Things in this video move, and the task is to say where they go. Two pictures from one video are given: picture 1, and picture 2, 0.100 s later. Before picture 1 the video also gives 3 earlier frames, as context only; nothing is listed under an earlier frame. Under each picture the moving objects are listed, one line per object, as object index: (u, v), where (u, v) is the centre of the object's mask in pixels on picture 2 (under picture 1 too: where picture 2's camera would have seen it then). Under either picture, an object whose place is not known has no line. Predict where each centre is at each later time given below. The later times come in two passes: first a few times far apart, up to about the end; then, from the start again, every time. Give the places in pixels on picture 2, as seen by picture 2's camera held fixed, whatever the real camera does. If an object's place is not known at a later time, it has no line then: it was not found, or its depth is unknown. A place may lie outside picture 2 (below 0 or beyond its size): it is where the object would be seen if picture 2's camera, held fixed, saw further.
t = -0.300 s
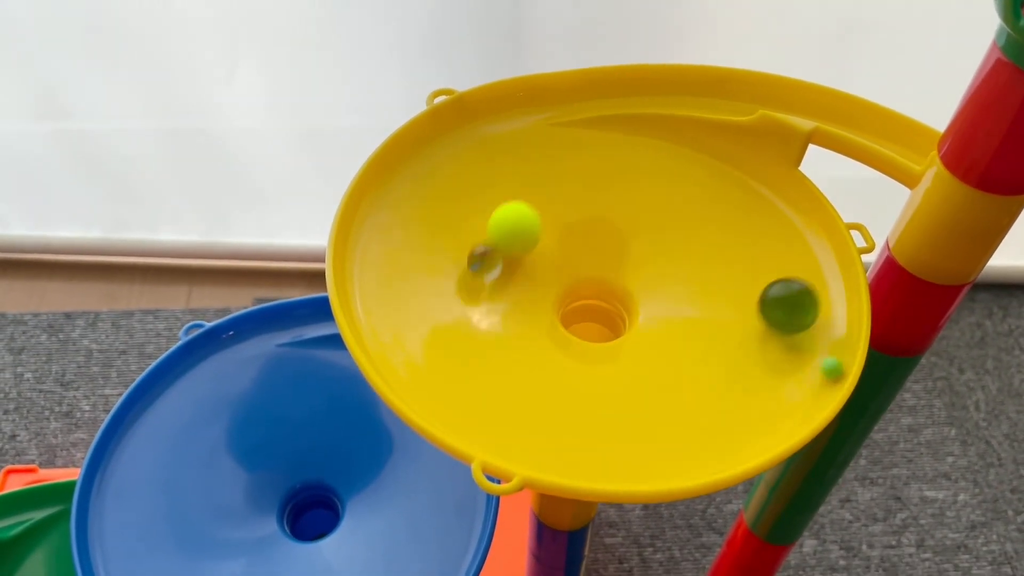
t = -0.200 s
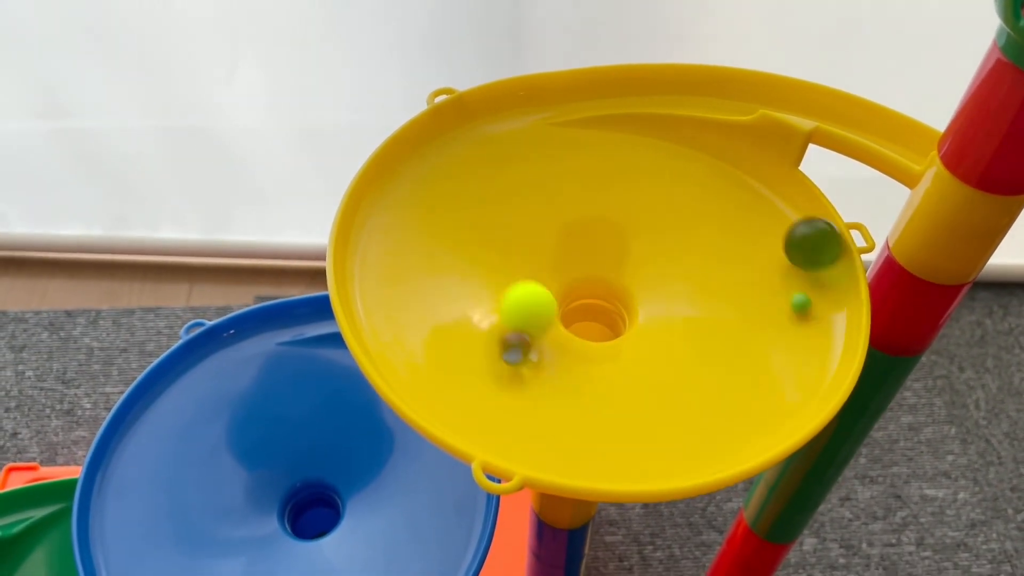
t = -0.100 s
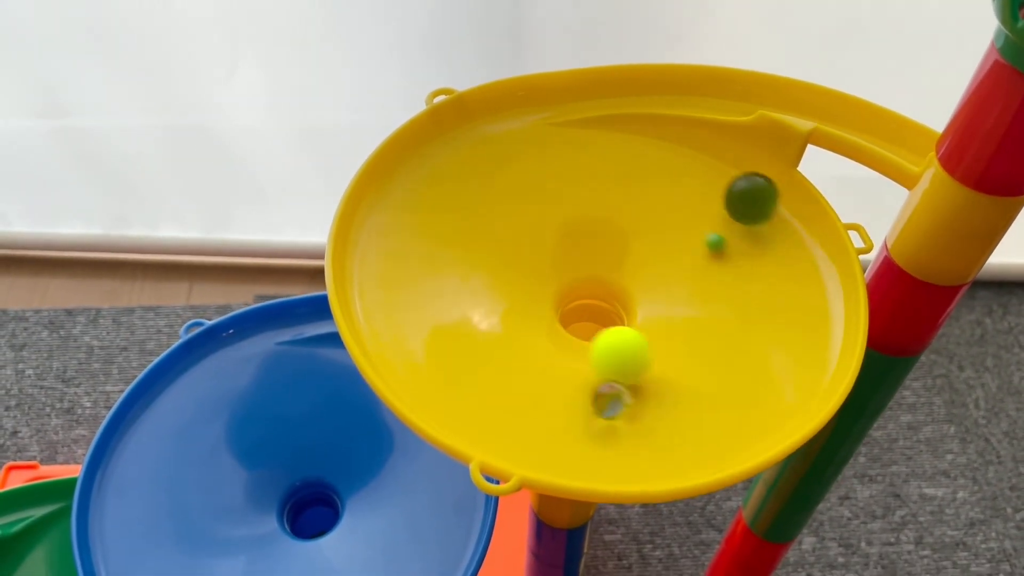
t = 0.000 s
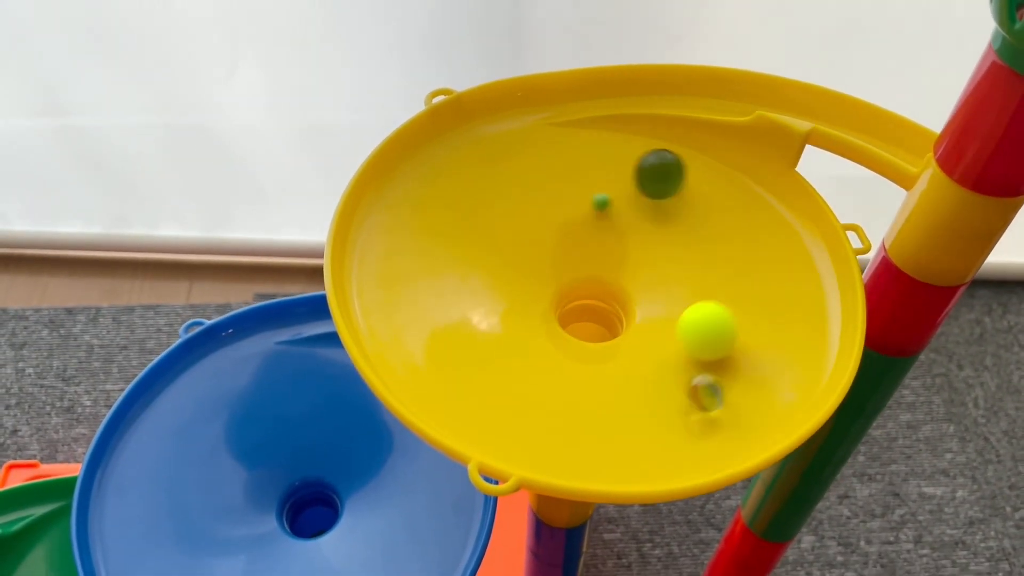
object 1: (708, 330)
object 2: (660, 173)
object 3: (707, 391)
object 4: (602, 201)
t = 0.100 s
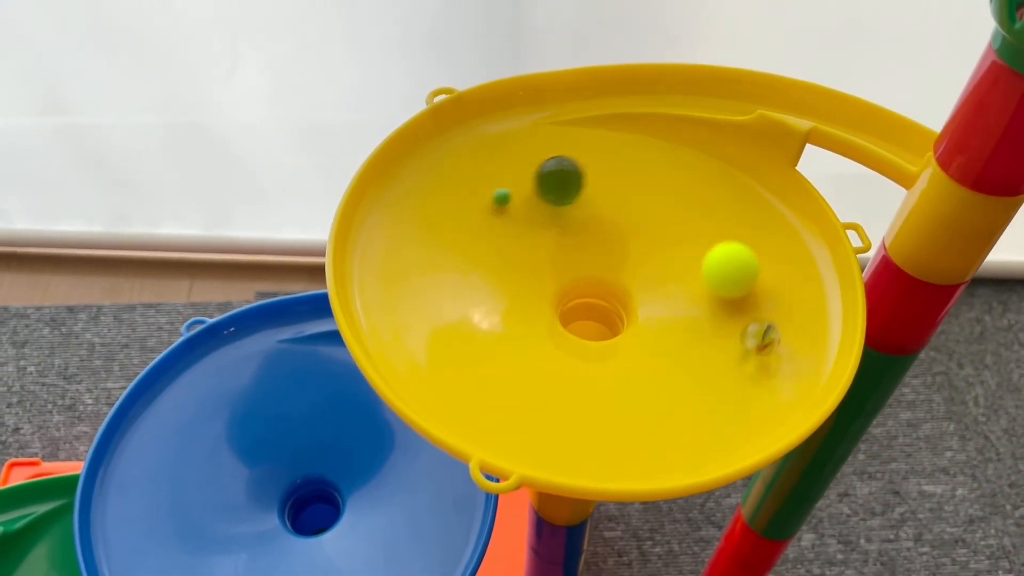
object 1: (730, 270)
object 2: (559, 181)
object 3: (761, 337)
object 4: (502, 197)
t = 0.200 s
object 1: (689, 216)
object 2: (483, 228)
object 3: (758, 268)
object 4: (446, 227)
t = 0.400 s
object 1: (537, 215)
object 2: (542, 360)
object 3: (626, 175)
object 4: (515, 325)
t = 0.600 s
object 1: (568, 339)
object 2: (733, 305)
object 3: (493, 213)
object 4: (709, 254)
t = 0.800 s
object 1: (709, 281)
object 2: (701, 168)
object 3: (580, 346)
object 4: (661, 171)
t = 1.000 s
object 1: (620, 198)
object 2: (574, 151)
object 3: (738, 280)
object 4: (537, 202)
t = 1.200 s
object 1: (587, 321)
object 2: (502, 276)
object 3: (665, 209)
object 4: (607, 354)
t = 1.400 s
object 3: (526, 282)
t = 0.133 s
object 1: (723, 250)
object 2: (528, 193)
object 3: (767, 314)
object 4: (478, 204)
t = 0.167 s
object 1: (709, 232)
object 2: (503, 208)
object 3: (765, 291)
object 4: (459, 215)
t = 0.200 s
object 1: (689, 216)
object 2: (483, 228)
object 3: (758, 268)
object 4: (446, 227)
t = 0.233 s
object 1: (667, 204)
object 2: (472, 250)
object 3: (744, 247)
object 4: (437, 242)
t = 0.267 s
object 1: (641, 197)
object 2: (468, 275)
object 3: (726, 227)
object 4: (436, 258)
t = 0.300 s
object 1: (613, 194)
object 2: (473, 299)
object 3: (705, 209)
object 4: (444, 275)
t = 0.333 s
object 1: (585, 196)
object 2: (488, 324)
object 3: (680, 194)
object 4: (460, 293)
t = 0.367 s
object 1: (559, 202)
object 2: (511, 344)
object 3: (653, 183)
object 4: (483, 310)
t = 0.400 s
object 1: (537, 215)
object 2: (542, 360)
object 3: (626, 175)
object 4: (515, 325)
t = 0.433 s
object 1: (520, 232)
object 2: (578, 369)
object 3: (598, 171)
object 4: (556, 337)
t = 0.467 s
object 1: (511, 254)
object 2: (616, 372)
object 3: (571, 171)
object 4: (600, 338)
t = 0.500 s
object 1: (510, 278)
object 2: (654, 365)
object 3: (546, 175)
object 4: (642, 326)
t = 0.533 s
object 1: (520, 302)
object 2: (687, 350)
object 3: (524, 183)
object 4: (674, 303)
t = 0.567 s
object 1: (540, 324)
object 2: (714, 330)
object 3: (506, 196)
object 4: (695, 277)
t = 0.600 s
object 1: (568, 339)
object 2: (733, 305)
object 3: (493, 213)
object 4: (709, 254)
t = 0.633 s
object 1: (600, 348)
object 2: (743, 278)
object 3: (486, 233)
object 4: (716, 234)
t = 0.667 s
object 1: (634, 346)
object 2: (745, 251)
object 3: (487, 257)
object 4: (716, 217)
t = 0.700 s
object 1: (664, 338)
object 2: (741, 226)
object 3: (497, 283)
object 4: (712, 203)
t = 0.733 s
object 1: (687, 322)
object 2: (731, 203)
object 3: (515, 310)
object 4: (702, 193)
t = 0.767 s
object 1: (702, 302)
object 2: (717, 184)
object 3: (544, 333)
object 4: (683, 180)
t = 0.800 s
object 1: (709, 281)
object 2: (701, 168)
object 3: (580, 346)
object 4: (661, 171)
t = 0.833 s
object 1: (707, 259)
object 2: (682, 156)
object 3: (623, 352)
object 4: (638, 165)
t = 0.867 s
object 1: (699, 239)
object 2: (661, 146)
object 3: (661, 346)
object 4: (616, 163)
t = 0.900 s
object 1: (684, 223)
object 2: (639, 141)
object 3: (691, 333)
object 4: (593, 166)
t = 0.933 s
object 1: (665, 211)
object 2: (617, 141)
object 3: (716, 316)
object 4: (572, 173)
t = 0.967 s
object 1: (643, 202)
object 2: (595, 143)
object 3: (730, 298)
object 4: (553, 185)
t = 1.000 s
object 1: (620, 198)
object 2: (574, 151)
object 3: (738, 280)
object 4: (537, 202)
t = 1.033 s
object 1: (596, 197)
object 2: (553, 164)
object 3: (739, 262)
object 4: (526, 225)
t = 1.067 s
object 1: (581, 210)
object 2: (533, 178)
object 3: (733, 247)
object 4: (522, 252)
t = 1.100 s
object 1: (570, 235)
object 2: (515, 196)
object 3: (723, 233)
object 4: (527, 284)
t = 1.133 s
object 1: (563, 267)
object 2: (503, 219)
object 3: (707, 222)
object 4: (544, 316)
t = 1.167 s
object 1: (568, 299)
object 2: (498, 247)
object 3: (687, 214)
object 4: (573, 340)
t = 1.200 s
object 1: (587, 321)
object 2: (502, 276)
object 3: (665, 209)
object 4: (607, 354)
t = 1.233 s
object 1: (611, 335)
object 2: (517, 307)
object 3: (638, 208)
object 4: (646, 364)
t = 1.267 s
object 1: (635, 342)
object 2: (543, 332)
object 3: (610, 212)
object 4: (681, 365)
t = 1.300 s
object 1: (656, 343)
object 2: (577, 352)
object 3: (582, 222)
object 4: (710, 361)
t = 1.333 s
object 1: (670, 339)
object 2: (615, 362)
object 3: (556, 237)
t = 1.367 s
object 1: (682, 326)
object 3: (537, 259)
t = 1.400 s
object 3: (526, 282)
